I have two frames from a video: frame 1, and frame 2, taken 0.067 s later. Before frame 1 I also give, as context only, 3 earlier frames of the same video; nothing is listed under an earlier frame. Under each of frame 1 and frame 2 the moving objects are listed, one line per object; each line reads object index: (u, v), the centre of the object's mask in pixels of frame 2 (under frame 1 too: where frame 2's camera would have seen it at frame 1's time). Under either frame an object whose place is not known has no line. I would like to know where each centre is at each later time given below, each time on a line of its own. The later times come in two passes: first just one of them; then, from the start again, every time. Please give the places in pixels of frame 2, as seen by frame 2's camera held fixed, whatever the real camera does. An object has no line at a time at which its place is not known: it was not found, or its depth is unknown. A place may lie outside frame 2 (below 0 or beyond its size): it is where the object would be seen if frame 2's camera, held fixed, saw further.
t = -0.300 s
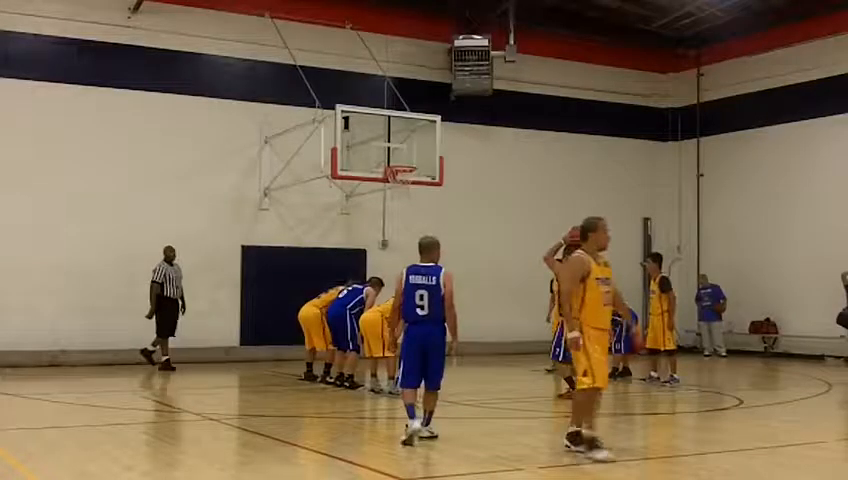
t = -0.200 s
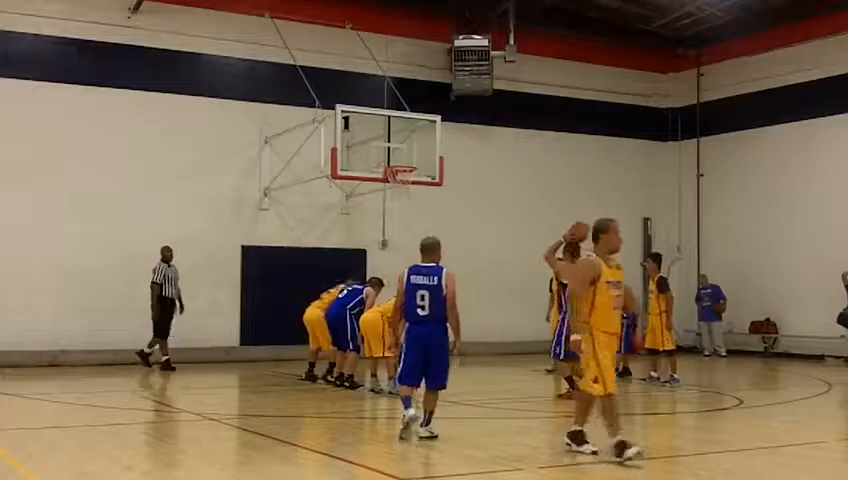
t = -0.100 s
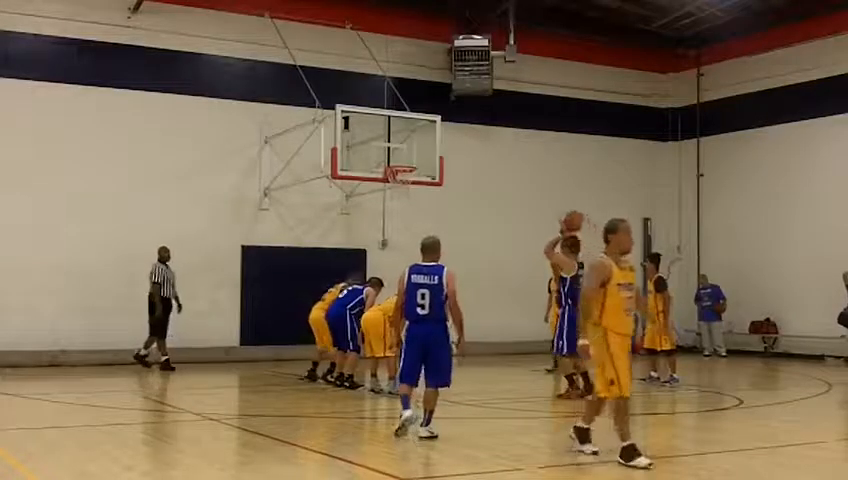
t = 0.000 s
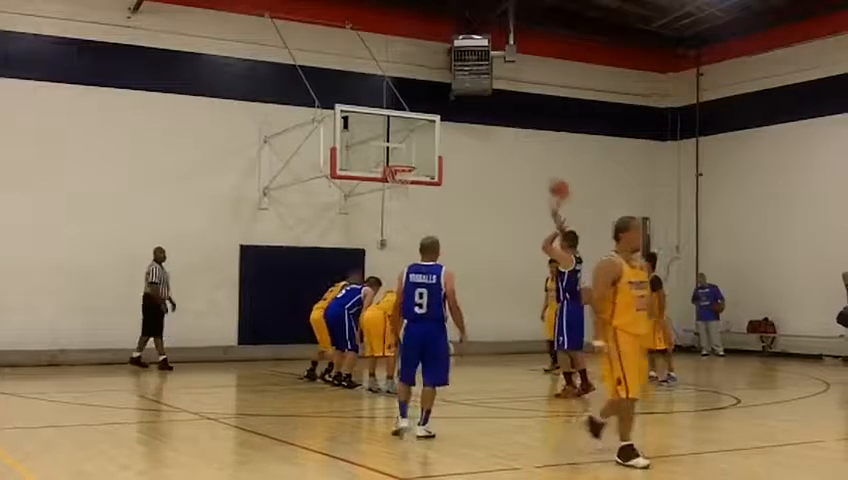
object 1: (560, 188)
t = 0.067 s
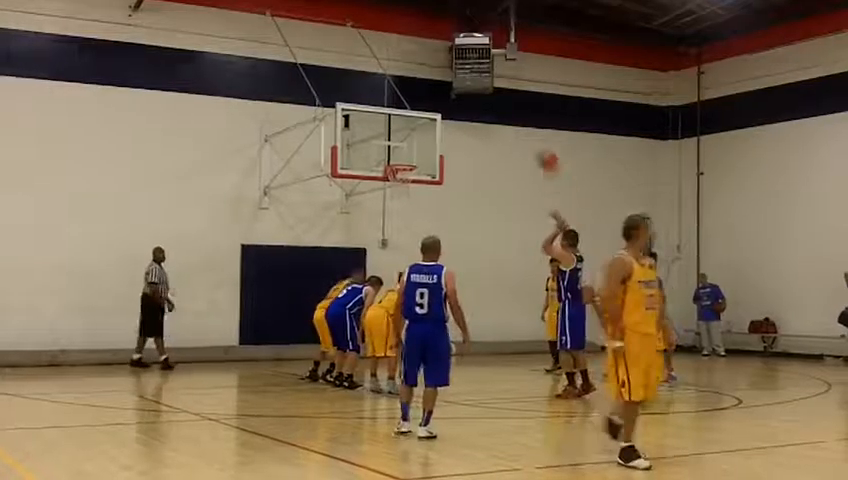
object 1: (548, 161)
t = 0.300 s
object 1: (508, 104)
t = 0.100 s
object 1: (541, 150)
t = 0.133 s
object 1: (534, 138)
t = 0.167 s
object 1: (529, 129)
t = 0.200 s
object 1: (522, 119)
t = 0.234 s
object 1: (517, 113)
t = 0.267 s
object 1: (511, 107)
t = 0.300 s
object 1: (508, 104)
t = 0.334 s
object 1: (501, 98)
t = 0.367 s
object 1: (496, 95)
